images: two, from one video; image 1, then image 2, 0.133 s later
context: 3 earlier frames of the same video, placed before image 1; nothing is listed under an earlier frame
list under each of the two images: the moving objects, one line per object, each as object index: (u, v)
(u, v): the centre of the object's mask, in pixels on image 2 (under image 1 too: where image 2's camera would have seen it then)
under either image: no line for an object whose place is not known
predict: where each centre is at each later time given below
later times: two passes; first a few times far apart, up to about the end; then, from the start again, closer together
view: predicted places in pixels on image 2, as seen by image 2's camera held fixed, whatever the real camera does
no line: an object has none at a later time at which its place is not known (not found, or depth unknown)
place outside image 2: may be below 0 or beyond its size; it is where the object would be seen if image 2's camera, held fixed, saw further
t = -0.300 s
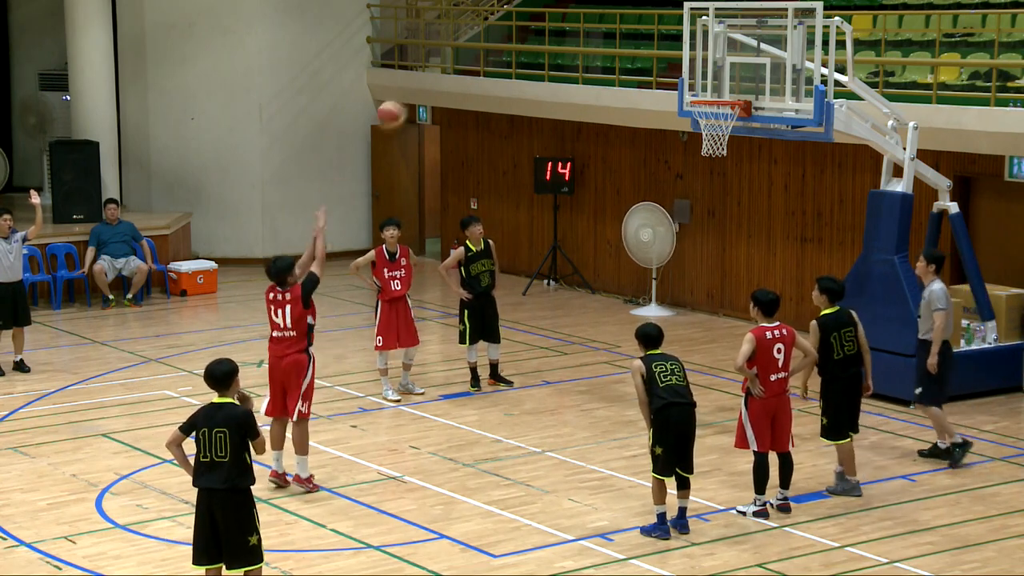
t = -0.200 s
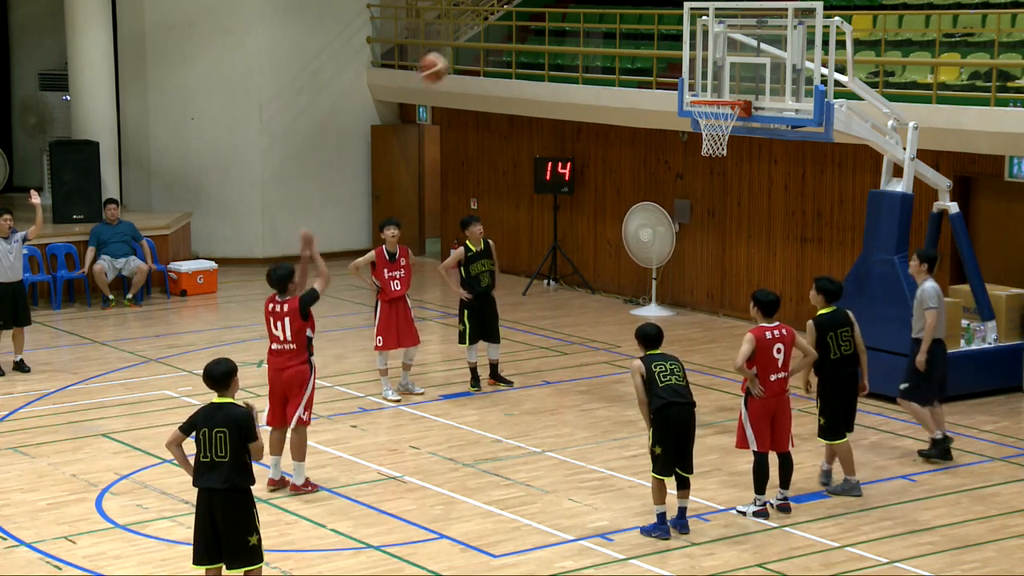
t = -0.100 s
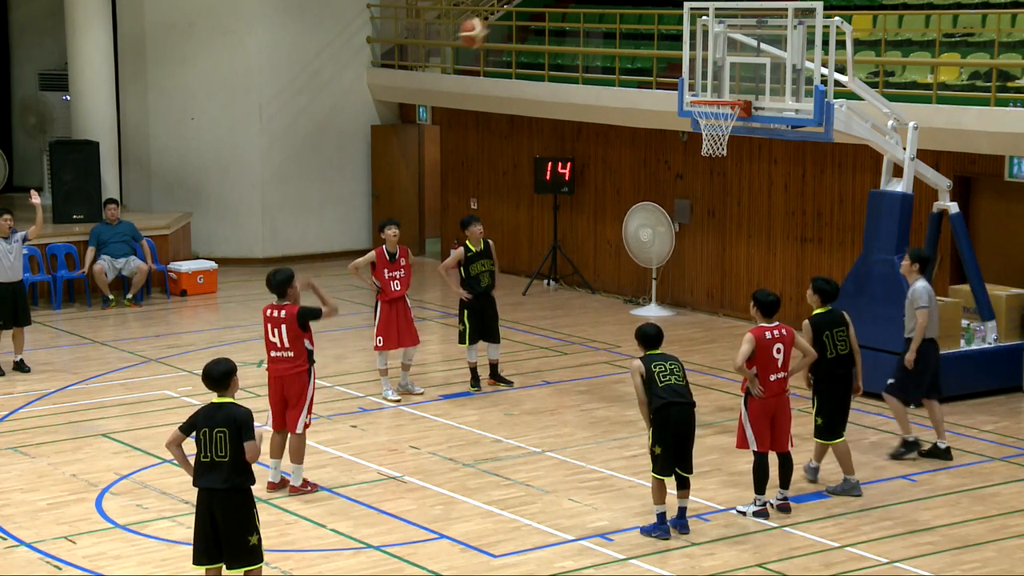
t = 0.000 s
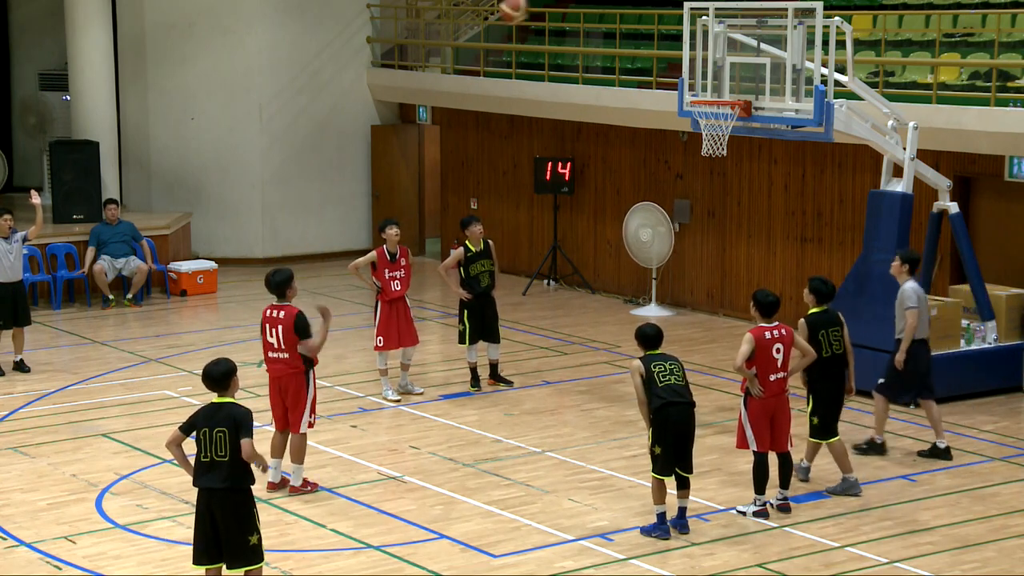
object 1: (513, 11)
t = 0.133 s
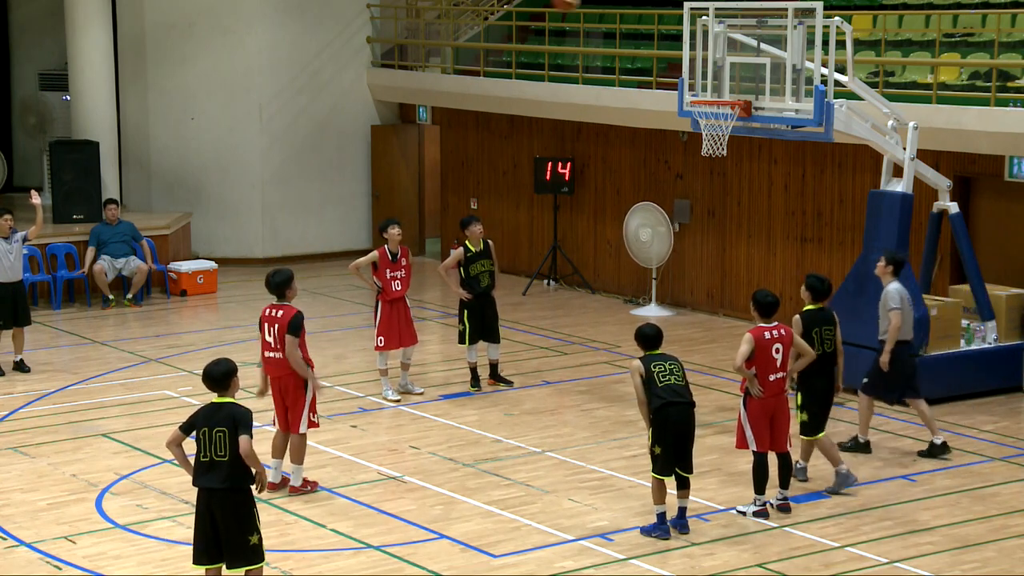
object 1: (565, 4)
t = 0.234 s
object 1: (604, 6)
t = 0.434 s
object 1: (676, 40)
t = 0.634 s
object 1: (728, 94)
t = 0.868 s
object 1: (674, 76)
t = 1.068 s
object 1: (633, 96)
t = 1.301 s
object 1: (585, 173)
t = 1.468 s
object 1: (553, 260)
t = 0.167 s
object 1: (579, 5)
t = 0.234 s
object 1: (604, 6)
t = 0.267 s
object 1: (616, 8)
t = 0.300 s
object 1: (628, 11)
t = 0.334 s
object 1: (640, 15)
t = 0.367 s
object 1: (653, 24)
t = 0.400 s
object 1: (665, 32)
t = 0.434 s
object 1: (676, 40)
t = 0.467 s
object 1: (687, 52)
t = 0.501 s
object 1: (700, 64)
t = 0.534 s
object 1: (711, 76)
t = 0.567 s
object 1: (723, 90)
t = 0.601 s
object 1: (726, 93)
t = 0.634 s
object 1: (728, 94)
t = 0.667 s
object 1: (719, 92)
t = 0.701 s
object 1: (709, 90)
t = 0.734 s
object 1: (703, 86)
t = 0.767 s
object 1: (695, 82)
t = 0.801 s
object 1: (688, 78)
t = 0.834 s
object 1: (681, 76)
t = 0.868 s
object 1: (674, 76)
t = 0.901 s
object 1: (668, 77)
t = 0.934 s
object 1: (662, 78)
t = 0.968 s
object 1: (654, 81)
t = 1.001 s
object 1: (647, 85)
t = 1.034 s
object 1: (640, 91)
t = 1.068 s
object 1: (633, 96)
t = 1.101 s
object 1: (626, 104)
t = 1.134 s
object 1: (620, 113)
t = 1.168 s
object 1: (612, 124)
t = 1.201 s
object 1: (605, 134)
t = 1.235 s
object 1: (598, 145)
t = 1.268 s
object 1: (592, 159)
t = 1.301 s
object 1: (585, 173)
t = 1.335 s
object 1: (578, 189)
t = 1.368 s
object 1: (571, 204)
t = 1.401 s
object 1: (566, 221)
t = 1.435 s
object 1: (559, 240)
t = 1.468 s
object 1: (553, 260)
